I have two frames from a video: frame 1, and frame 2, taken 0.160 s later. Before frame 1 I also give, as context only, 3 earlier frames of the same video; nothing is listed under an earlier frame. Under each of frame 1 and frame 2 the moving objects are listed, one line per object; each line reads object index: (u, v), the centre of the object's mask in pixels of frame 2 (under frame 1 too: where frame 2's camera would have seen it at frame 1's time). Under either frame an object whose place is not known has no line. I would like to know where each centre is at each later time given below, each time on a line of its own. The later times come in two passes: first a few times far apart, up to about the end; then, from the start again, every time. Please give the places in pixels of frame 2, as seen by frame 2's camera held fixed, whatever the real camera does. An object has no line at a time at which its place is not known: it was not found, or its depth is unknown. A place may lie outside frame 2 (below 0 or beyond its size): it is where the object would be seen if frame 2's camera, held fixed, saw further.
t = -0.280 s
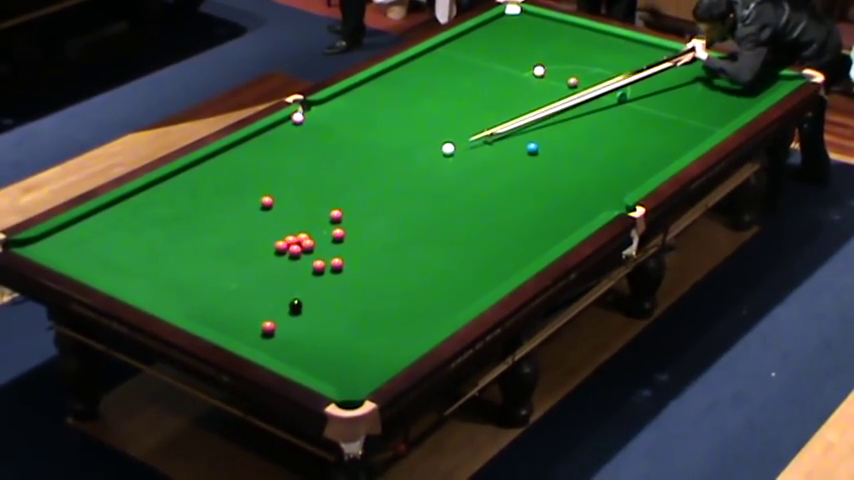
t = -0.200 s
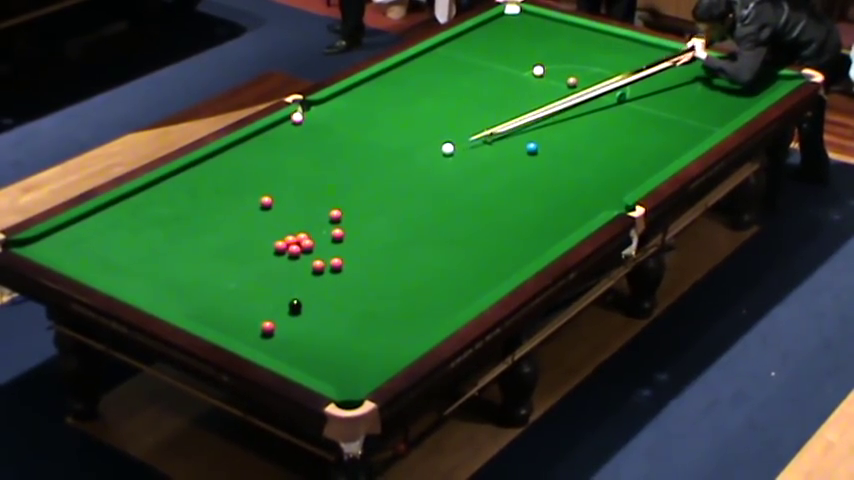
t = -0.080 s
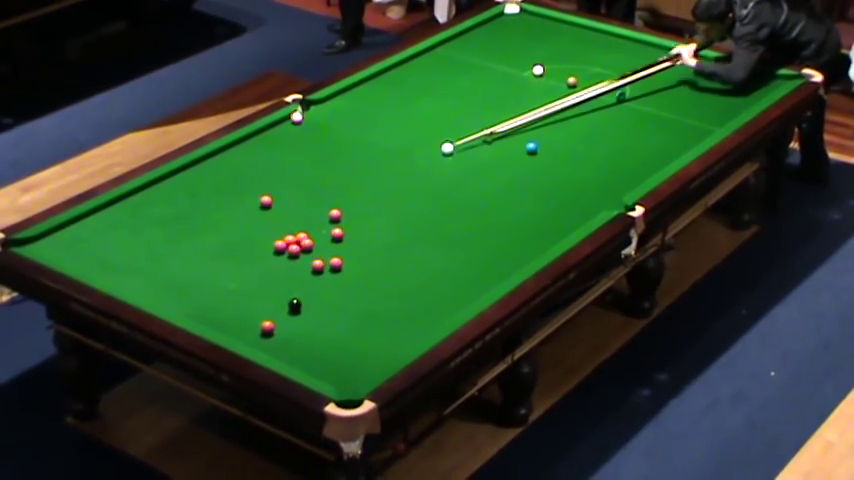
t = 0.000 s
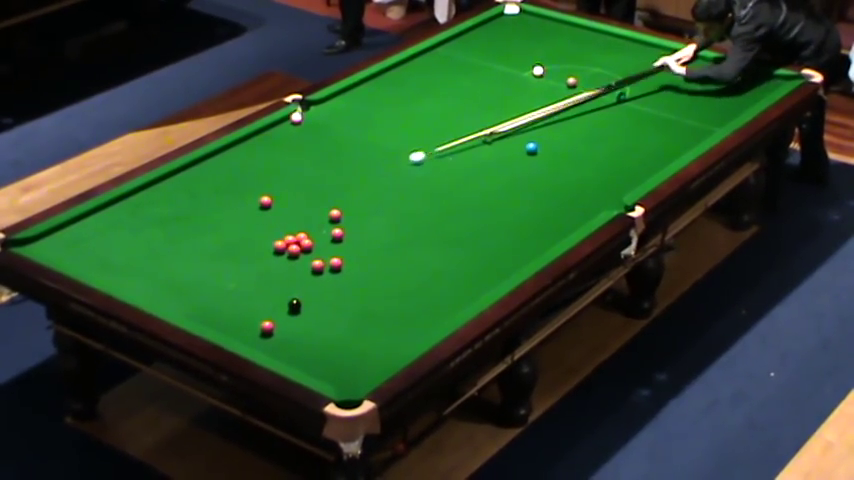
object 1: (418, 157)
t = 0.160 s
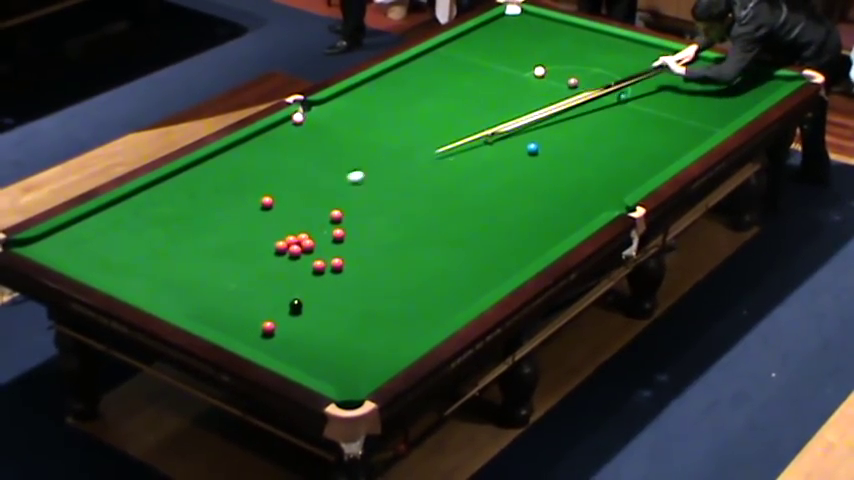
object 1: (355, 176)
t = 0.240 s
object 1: (324, 186)
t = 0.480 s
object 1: (277, 207)
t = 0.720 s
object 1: (258, 223)
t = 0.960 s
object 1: (236, 240)
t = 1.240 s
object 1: (211, 260)
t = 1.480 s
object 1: (189, 277)
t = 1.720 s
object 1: (167, 294)
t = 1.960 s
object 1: (169, 297)
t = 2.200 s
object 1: (189, 289)
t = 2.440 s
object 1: (207, 281)
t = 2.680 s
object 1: (224, 274)
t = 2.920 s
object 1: (239, 268)
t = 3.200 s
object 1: (255, 261)
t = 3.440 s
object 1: (268, 257)
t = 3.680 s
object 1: (279, 253)
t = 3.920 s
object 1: (283, 253)
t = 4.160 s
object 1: (283, 253)
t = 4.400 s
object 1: (283, 253)
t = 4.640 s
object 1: (283, 253)
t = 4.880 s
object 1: (283, 253)
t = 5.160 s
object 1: (283, 252)
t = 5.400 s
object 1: (283, 253)
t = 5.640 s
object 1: (283, 252)
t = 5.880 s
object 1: (283, 253)
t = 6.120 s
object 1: (283, 253)
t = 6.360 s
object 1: (283, 253)
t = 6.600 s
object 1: (283, 253)
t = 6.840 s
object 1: (283, 253)
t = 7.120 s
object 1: (283, 252)
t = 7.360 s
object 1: (283, 252)
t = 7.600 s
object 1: (283, 252)
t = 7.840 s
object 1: (283, 252)
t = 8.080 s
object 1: (283, 253)
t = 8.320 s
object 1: (283, 253)
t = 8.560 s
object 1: (283, 253)
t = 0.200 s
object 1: (340, 182)
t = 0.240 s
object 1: (324, 186)
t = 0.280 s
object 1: (307, 191)
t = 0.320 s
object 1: (291, 196)
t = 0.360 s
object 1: (278, 200)
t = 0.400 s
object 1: (278, 203)
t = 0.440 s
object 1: (278, 205)
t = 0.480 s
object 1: (277, 207)
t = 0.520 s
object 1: (275, 210)
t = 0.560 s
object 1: (272, 212)
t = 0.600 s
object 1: (268, 215)
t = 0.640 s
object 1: (265, 217)
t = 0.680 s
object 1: (261, 221)
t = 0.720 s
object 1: (258, 223)
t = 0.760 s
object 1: (254, 226)
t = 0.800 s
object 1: (250, 229)
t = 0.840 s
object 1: (247, 232)
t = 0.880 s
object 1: (243, 235)
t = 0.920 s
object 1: (240, 238)
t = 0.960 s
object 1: (236, 240)
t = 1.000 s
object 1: (232, 243)
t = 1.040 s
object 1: (229, 246)
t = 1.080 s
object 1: (225, 249)
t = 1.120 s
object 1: (222, 252)
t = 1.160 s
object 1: (218, 254)
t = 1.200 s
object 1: (214, 257)
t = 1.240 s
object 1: (211, 260)
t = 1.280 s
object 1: (207, 263)
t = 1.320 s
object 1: (204, 266)
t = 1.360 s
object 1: (200, 269)
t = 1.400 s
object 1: (196, 271)
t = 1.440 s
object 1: (193, 274)
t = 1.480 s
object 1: (189, 277)
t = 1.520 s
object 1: (185, 280)
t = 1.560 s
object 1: (182, 283)
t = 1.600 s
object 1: (178, 286)
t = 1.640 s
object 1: (175, 289)
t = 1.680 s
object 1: (171, 291)
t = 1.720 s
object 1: (167, 294)
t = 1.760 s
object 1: (164, 297)
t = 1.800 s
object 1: (160, 298)
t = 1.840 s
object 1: (158, 300)
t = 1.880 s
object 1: (162, 299)
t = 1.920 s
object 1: (165, 298)
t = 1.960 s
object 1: (169, 297)
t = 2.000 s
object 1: (172, 296)
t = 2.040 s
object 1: (176, 294)
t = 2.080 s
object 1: (179, 293)
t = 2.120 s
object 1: (182, 292)
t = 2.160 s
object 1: (186, 290)
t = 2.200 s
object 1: (189, 289)
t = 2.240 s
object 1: (192, 288)
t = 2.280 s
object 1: (195, 287)
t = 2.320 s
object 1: (198, 285)
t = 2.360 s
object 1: (201, 284)
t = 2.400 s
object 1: (204, 283)
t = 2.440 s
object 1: (207, 281)
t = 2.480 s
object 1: (210, 280)
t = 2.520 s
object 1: (213, 279)
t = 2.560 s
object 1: (215, 278)
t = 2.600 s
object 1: (218, 277)
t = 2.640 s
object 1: (221, 276)
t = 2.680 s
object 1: (224, 274)
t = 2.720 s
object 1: (226, 273)
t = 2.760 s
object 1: (229, 272)
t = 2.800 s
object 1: (232, 271)
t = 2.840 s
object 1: (234, 270)
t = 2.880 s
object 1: (237, 269)
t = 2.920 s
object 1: (239, 268)
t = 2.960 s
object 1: (241, 267)
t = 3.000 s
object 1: (244, 266)
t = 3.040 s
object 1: (246, 265)
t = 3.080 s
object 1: (248, 264)
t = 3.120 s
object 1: (251, 263)
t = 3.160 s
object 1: (253, 262)
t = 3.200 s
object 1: (255, 261)
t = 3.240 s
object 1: (257, 261)
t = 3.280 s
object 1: (260, 260)
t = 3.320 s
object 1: (262, 259)
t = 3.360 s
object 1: (264, 258)
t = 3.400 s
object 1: (266, 257)
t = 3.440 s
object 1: (268, 257)
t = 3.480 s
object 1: (270, 256)
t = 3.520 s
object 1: (272, 255)
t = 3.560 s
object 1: (274, 254)
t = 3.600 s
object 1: (275, 254)
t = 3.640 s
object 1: (277, 253)
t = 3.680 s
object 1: (279, 253)
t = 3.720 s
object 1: (280, 253)
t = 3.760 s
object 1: (281, 253)
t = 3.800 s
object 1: (282, 253)
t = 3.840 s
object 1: (282, 253)
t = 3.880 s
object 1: (283, 252)
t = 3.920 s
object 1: (283, 253)
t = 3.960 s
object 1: (283, 252)
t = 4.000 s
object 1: (283, 253)
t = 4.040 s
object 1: (283, 253)
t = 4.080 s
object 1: (283, 253)
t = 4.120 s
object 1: (283, 253)
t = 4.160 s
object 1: (283, 253)
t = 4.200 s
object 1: (283, 253)
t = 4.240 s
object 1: (283, 253)
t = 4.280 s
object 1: (283, 253)
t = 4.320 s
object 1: (283, 253)
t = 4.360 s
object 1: (283, 253)
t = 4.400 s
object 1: (283, 253)
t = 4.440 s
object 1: (283, 253)
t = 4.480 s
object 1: (283, 253)
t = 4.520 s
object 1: (283, 253)
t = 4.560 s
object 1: (283, 253)
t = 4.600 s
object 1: (283, 253)
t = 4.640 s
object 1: (283, 253)
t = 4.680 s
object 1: (283, 253)
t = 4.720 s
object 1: (283, 253)
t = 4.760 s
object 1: (283, 253)
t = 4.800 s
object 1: (283, 253)
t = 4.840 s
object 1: (283, 253)
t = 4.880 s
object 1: (283, 253)
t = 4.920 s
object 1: (283, 253)
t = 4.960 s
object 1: (283, 253)
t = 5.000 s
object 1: (283, 253)
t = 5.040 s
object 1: (283, 253)
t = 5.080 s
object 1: (283, 252)
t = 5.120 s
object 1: (283, 252)
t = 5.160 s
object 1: (283, 252)
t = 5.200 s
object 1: (283, 253)
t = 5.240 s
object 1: (283, 252)
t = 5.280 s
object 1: (283, 253)
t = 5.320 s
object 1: (283, 253)
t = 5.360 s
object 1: (283, 253)
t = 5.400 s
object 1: (283, 253)
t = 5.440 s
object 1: (283, 253)
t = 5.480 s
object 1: (283, 253)
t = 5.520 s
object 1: (283, 253)
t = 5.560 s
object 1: (283, 253)
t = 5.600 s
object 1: (283, 252)
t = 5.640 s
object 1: (283, 252)
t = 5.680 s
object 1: (283, 253)
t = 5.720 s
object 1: (283, 252)
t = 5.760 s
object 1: (283, 253)
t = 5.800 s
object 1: (283, 253)
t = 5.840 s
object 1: (283, 253)
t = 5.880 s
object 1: (283, 253)
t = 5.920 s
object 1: (283, 253)
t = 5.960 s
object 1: (283, 253)
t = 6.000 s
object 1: (283, 253)
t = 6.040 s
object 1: (283, 253)
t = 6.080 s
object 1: (283, 253)
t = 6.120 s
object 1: (283, 253)
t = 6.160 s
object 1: (283, 253)
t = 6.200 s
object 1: (283, 253)
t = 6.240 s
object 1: (283, 252)
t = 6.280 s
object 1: (283, 252)
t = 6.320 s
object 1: (283, 252)
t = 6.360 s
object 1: (283, 253)
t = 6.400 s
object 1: (283, 253)
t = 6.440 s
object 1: (283, 252)
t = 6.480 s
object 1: (283, 252)
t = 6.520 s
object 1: (283, 253)
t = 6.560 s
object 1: (283, 253)
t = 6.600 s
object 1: (283, 253)
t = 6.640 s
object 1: (283, 253)
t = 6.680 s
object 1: (283, 253)
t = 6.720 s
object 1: (283, 253)
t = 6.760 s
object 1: (283, 253)
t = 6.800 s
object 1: (283, 253)
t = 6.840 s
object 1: (283, 253)
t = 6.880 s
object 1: (283, 253)
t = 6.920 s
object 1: (283, 253)
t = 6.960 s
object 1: (283, 253)
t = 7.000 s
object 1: (283, 253)
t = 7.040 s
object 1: (283, 253)
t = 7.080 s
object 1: (283, 253)
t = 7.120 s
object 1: (283, 252)
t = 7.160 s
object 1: (283, 253)
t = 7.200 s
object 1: (283, 253)
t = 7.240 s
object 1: (283, 253)
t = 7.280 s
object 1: (283, 252)
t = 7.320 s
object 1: (283, 253)
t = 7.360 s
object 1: (283, 252)
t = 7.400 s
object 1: (283, 252)
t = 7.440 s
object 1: (283, 253)
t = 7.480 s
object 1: (283, 252)
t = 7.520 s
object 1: (283, 252)
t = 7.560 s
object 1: (283, 252)
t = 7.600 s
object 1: (283, 252)
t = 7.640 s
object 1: (283, 252)
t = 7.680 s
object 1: (283, 253)
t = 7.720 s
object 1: (283, 252)
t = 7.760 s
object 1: (283, 253)
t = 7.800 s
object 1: (283, 253)
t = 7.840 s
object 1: (283, 252)
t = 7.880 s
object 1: (283, 253)
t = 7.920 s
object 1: (283, 253)
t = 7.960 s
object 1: (283, 253)
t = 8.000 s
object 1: (283, 253)
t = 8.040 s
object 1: (283, 253)
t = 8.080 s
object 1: (283, 253)
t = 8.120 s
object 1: (283, 253)
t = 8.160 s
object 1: (283, 253)
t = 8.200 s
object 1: (283, 253)
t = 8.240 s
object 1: (283, 253)
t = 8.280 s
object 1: (283, 253)
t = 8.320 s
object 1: (283, 253)
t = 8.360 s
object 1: (283, 253)
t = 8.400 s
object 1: (283, 253)
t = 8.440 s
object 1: (283, 253)
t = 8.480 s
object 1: (283, 253)
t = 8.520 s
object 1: (283, 253)
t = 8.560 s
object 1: (283, 253)
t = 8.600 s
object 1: (283, 253)
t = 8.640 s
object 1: (283, 253)
